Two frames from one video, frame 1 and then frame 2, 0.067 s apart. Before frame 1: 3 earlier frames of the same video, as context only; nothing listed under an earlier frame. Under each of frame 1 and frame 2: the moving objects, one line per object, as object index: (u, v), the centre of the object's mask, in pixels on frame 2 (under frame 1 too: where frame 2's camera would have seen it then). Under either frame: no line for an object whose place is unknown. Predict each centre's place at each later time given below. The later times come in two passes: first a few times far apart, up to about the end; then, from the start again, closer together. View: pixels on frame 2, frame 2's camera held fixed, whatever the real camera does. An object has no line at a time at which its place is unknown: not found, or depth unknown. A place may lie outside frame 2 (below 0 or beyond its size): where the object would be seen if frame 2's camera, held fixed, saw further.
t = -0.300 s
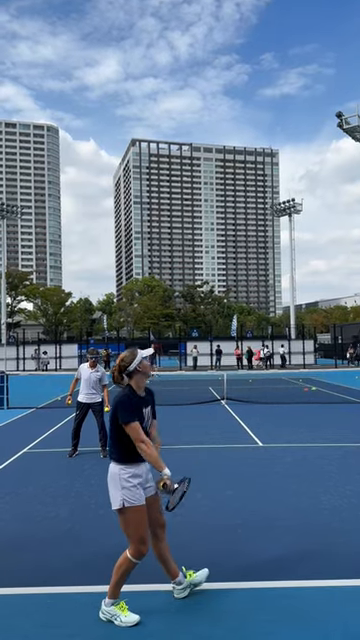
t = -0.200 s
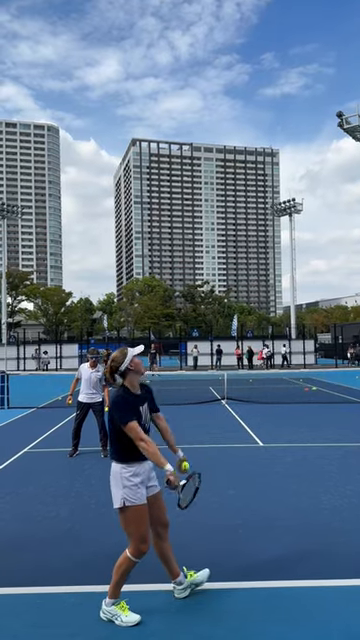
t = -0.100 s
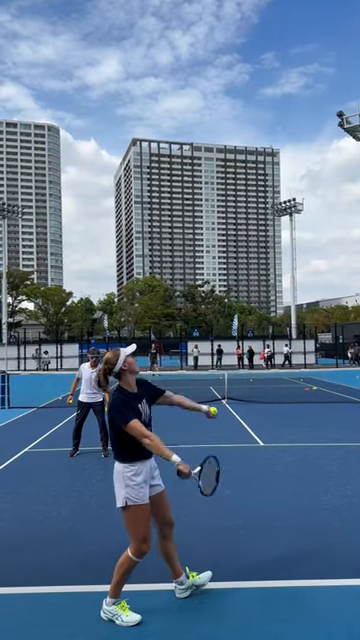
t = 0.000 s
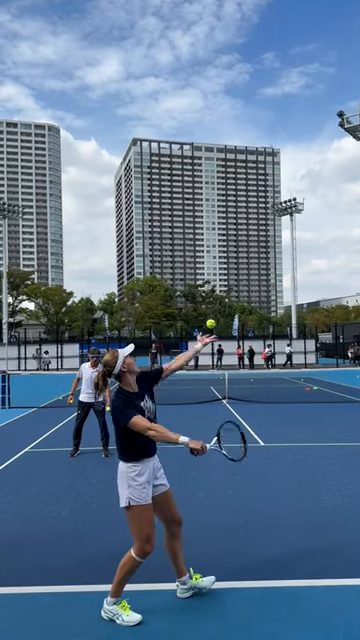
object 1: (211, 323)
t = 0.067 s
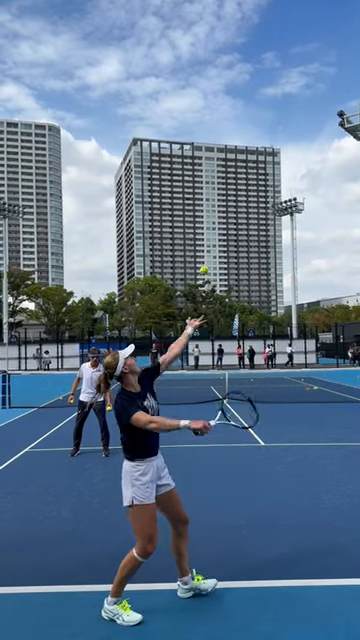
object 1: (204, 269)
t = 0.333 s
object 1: (179, 122)
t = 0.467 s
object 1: (167, 86)
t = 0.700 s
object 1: (149, 76)
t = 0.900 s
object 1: (135, 122)
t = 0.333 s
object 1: (179, 122)
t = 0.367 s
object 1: (177, 111)
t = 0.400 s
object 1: (173, 100)
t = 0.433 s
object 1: (170, 92)
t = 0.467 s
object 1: (167, 86)
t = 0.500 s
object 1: (165, 80)
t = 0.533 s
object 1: (162, 76)
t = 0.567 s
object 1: (159, 73)
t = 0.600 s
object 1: (157, 72)
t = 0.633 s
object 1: (154, 72)
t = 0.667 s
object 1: (151, 73)
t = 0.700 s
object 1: (149, 76)
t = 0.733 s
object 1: (146, 81)
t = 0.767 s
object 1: (144, 87)
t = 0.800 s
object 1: (142, 95)
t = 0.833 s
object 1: (139, 103)
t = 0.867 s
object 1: (137, 111)
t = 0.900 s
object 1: (135, 122)
